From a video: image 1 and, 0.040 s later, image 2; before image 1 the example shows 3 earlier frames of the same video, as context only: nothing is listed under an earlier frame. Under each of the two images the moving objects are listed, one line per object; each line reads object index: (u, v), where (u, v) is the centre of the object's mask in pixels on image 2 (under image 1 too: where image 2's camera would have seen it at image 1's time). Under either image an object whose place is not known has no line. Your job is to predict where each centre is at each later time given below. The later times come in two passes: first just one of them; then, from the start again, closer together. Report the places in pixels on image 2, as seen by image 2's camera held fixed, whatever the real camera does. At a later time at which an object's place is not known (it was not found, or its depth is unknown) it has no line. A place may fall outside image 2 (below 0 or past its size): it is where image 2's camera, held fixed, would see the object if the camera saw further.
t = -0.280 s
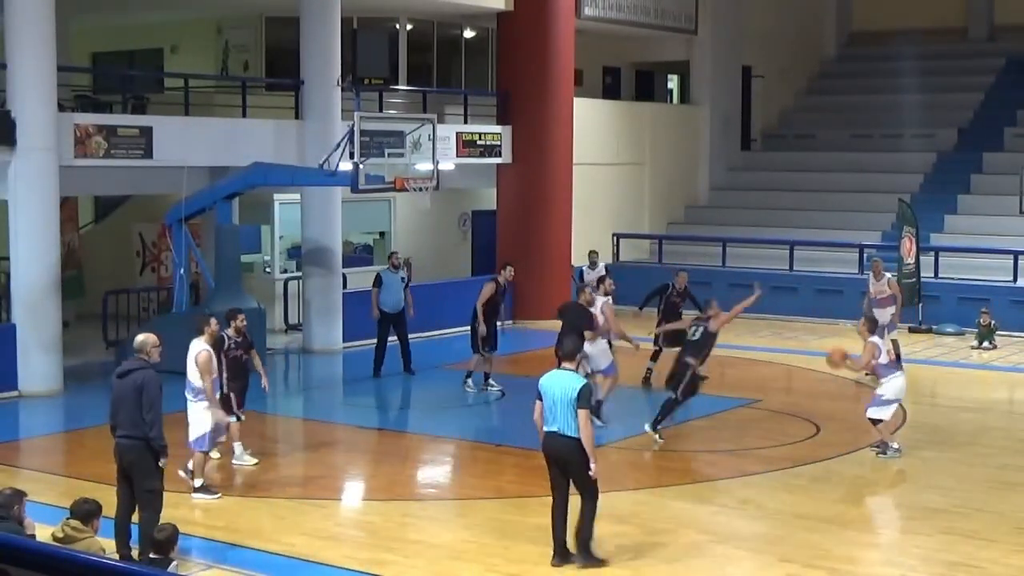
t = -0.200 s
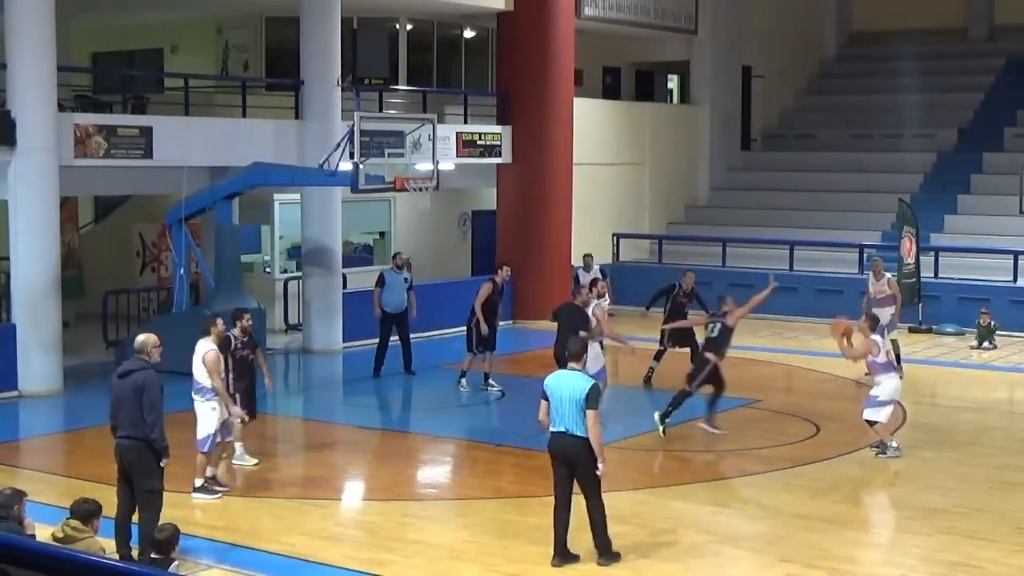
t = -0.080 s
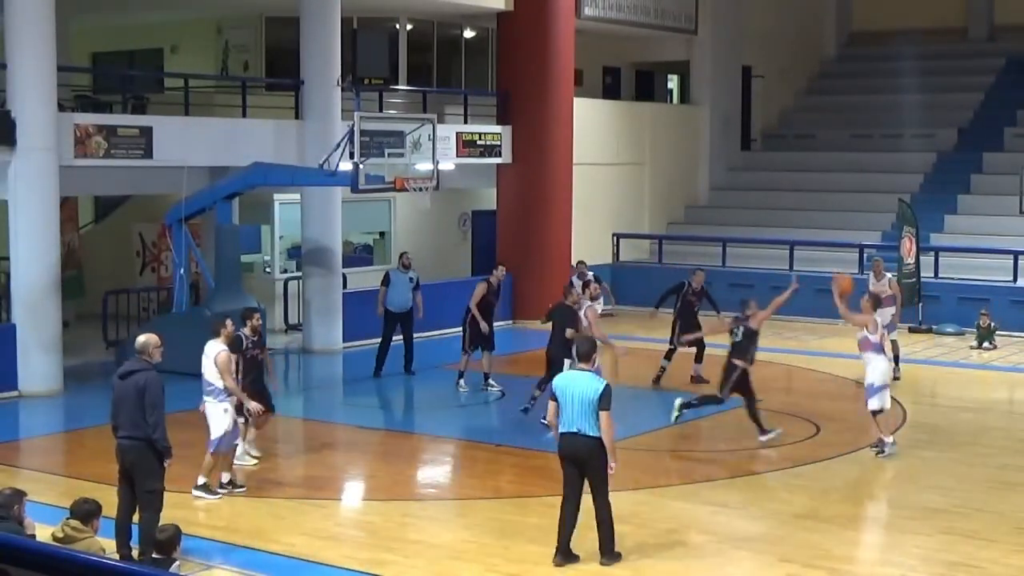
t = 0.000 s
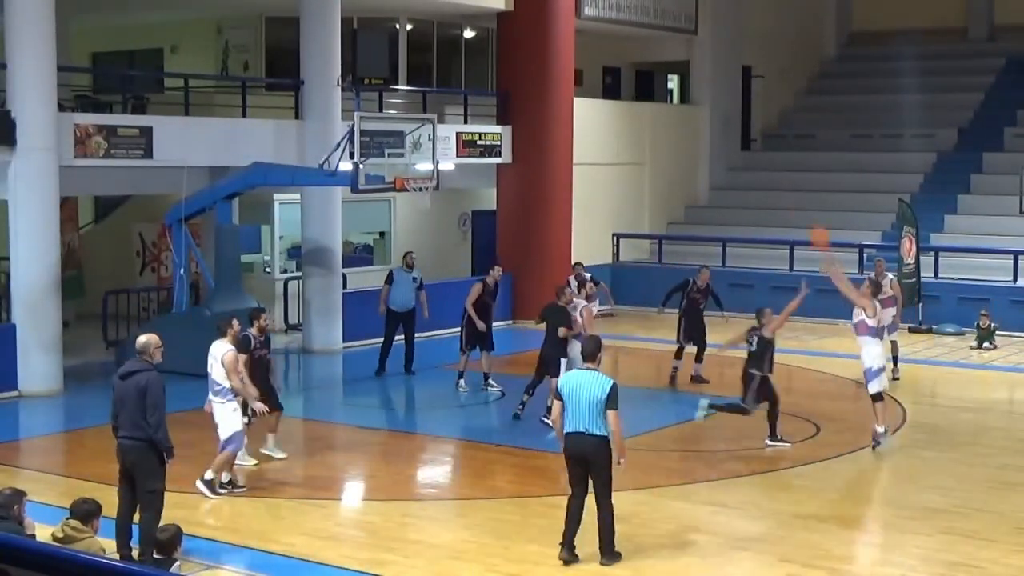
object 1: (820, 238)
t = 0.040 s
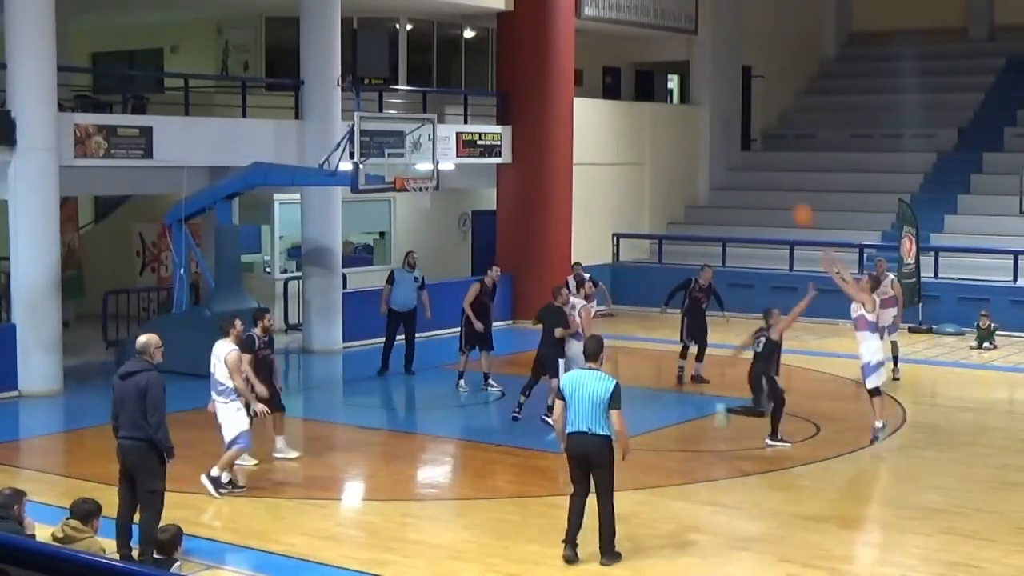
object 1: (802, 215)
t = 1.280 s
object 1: (383, 192)
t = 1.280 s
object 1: (383, 192)
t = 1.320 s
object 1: (388, 205)
